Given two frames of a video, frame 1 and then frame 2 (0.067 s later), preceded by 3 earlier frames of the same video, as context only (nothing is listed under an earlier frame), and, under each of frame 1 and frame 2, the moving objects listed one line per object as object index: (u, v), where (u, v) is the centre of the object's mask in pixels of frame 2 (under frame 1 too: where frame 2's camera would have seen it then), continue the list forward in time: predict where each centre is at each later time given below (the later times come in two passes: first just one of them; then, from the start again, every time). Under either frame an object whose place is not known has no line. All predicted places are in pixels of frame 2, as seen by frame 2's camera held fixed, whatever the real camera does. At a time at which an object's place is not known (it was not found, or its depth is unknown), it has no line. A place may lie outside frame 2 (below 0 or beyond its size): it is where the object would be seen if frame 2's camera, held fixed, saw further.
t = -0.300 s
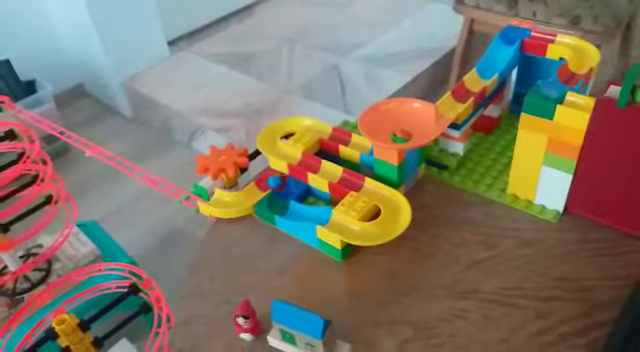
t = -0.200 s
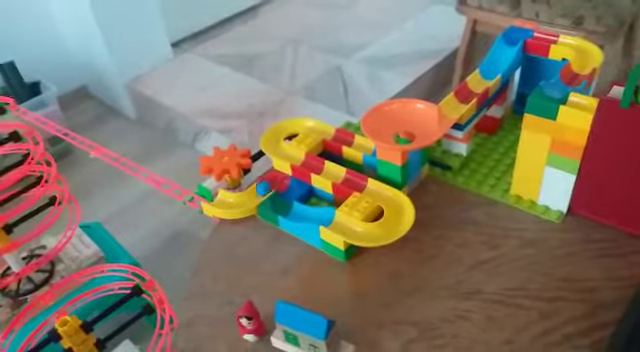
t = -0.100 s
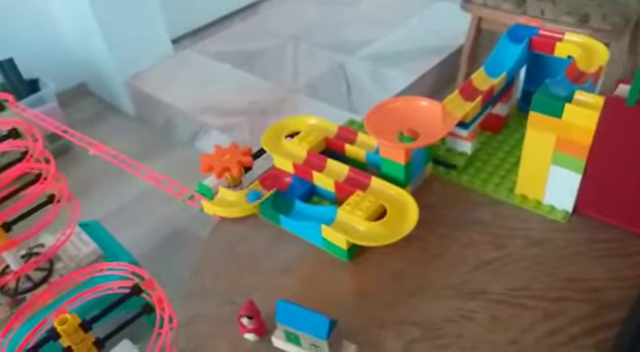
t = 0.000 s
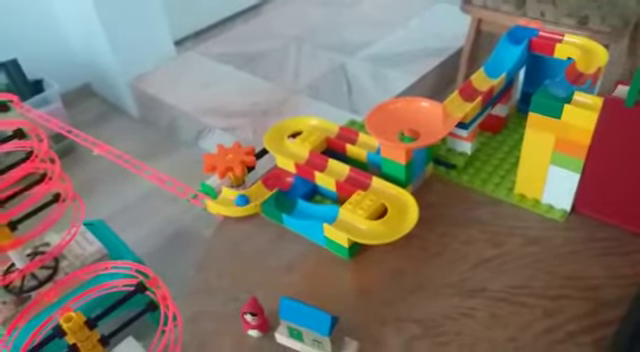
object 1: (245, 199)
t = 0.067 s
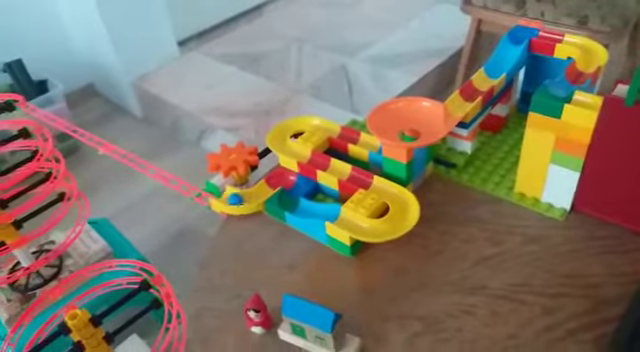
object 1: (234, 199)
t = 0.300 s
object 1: (208, 198)
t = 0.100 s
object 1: (231, 198)
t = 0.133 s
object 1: (226, 197)
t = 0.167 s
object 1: (223, 196)
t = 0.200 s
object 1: (221, 192)
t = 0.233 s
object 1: (219, 191)
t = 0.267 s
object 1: (216, 195)
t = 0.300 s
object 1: (208, 198)
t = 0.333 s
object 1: (206, 197)
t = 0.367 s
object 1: (204, 195)
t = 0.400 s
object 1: (201, 192)
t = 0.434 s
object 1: (199, 190)
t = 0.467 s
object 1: (197, 189)
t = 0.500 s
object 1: (192, 186)
